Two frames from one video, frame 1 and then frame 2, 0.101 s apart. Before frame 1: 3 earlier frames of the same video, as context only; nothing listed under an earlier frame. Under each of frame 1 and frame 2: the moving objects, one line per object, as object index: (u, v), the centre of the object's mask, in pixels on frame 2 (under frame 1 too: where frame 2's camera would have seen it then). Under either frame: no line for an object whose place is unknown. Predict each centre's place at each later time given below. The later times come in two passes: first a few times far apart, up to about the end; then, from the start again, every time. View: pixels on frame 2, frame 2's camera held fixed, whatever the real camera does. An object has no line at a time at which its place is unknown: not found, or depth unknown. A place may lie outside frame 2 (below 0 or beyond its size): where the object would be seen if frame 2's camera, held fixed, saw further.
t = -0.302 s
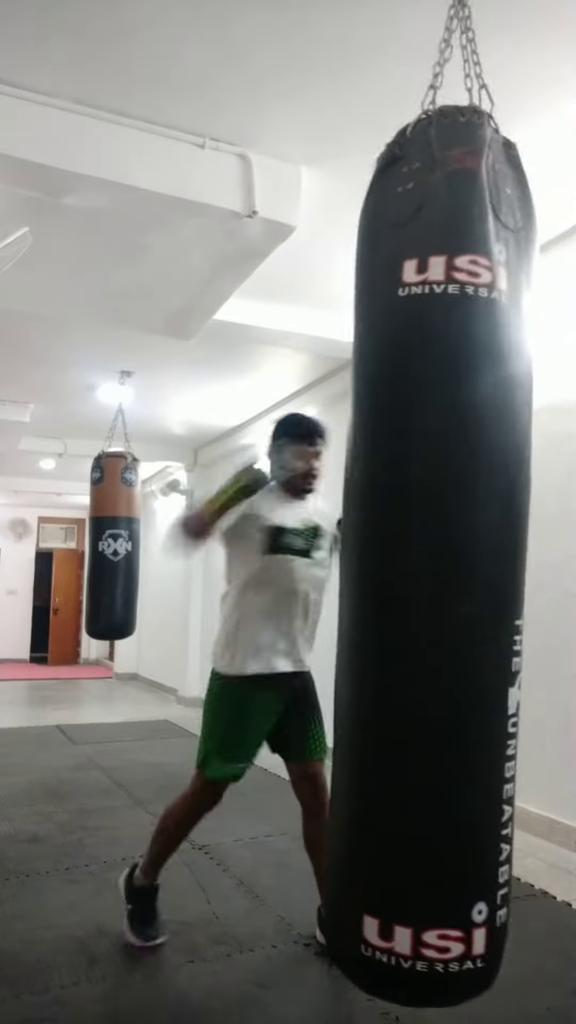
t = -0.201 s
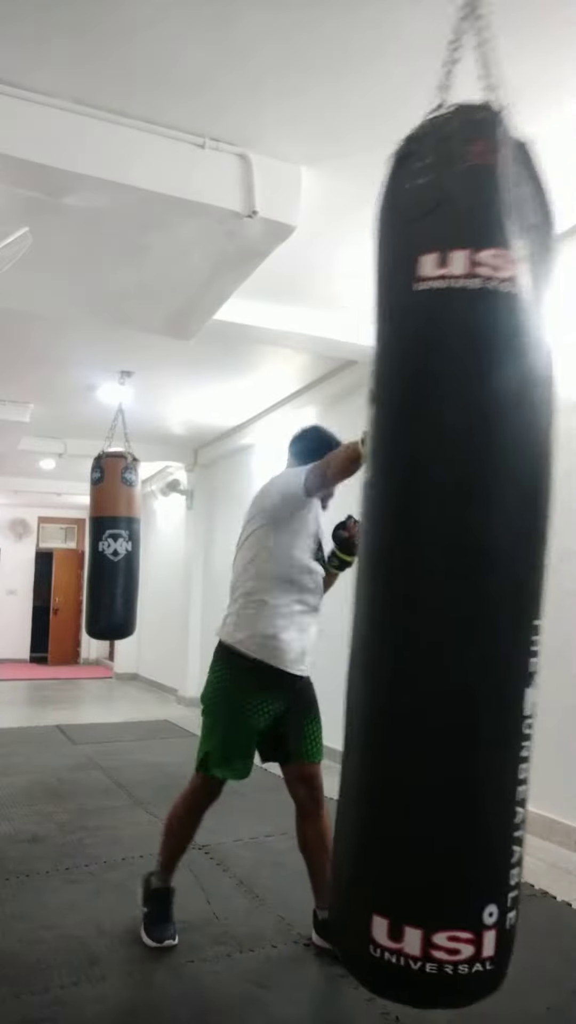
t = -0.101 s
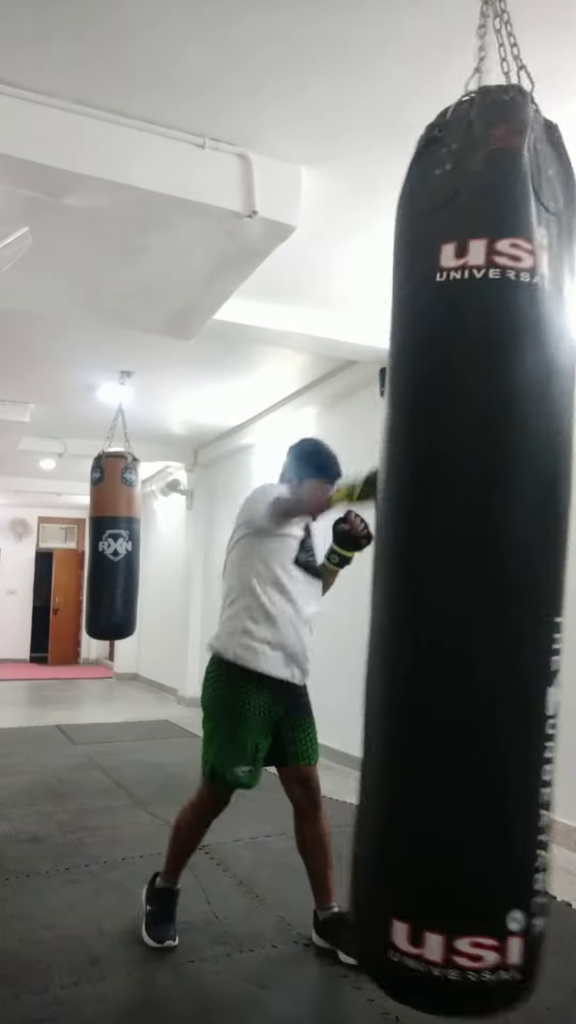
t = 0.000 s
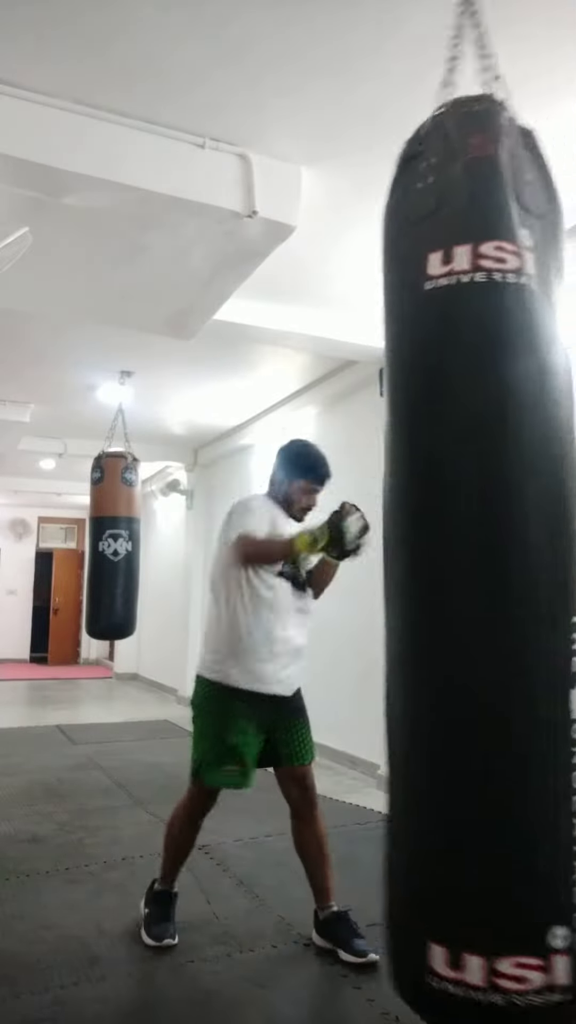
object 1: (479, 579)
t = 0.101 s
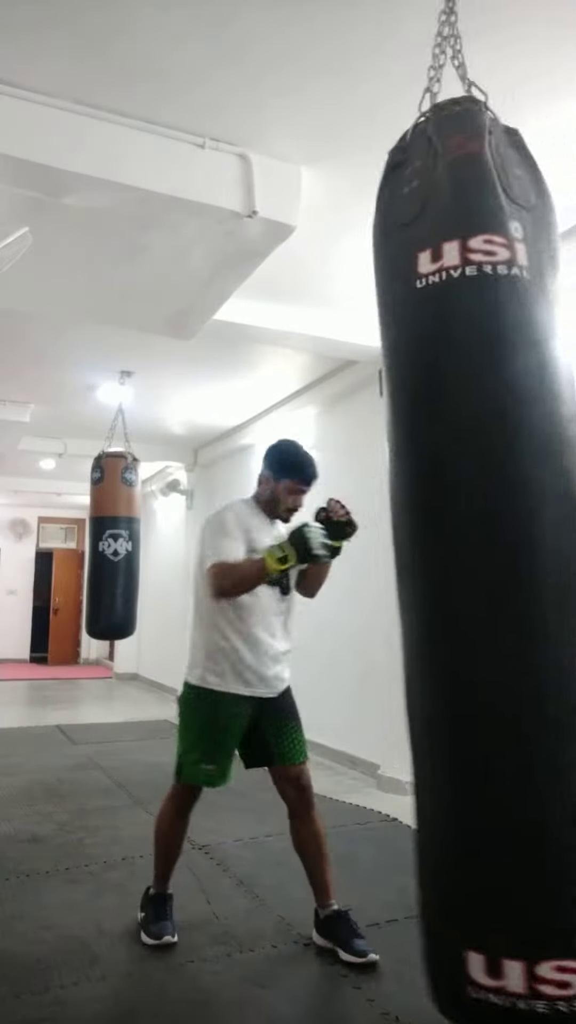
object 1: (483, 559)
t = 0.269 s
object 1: (504, 540)
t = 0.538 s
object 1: (509, 488)
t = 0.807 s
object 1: (515, 500)
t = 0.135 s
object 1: (487, 554)
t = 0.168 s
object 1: (491, 549)
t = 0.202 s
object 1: (496, 545)
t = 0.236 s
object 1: (501, 543)
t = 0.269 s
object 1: (504, 540)
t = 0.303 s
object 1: (507, 534)
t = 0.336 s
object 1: (509, 529)
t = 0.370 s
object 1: (511, 524)
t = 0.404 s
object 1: (511, 516)
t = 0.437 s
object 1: (510, 508)
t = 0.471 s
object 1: (510, 500)
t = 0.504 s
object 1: (509, 492)
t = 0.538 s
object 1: (509, 488)
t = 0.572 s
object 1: (509, 485)
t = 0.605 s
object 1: (510, 485)
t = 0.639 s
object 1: (512, 486)
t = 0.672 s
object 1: (514, 489)
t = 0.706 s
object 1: (515, 493)
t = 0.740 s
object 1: (516, 496)
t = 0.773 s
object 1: (516, 498)
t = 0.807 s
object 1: (515, 500)
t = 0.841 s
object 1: (513, 502)
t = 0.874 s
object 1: (510, 504)
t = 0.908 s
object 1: (508, 507)
